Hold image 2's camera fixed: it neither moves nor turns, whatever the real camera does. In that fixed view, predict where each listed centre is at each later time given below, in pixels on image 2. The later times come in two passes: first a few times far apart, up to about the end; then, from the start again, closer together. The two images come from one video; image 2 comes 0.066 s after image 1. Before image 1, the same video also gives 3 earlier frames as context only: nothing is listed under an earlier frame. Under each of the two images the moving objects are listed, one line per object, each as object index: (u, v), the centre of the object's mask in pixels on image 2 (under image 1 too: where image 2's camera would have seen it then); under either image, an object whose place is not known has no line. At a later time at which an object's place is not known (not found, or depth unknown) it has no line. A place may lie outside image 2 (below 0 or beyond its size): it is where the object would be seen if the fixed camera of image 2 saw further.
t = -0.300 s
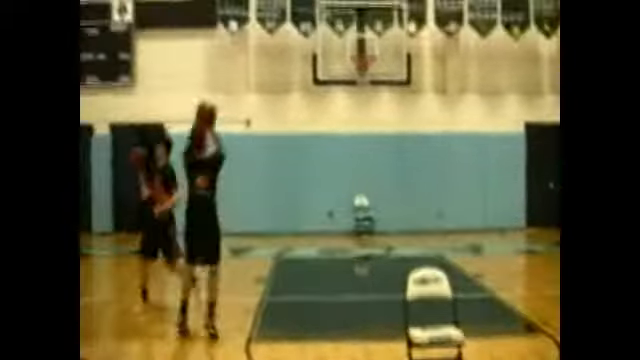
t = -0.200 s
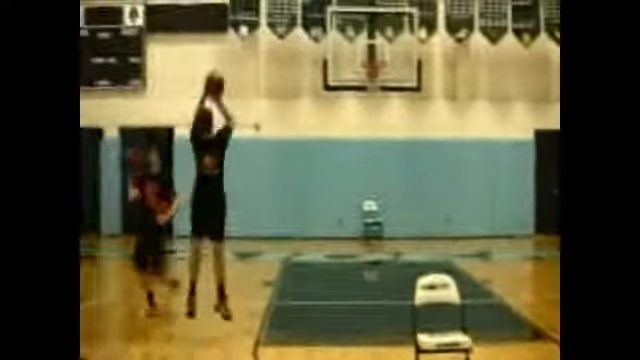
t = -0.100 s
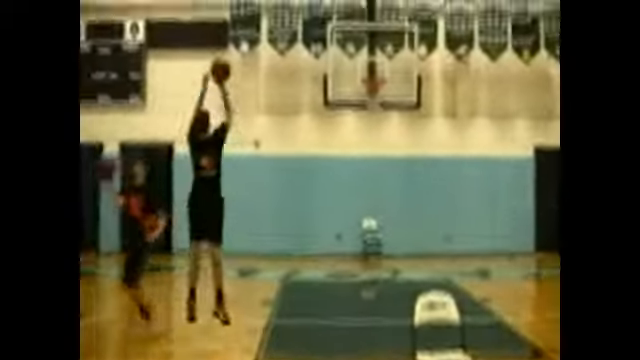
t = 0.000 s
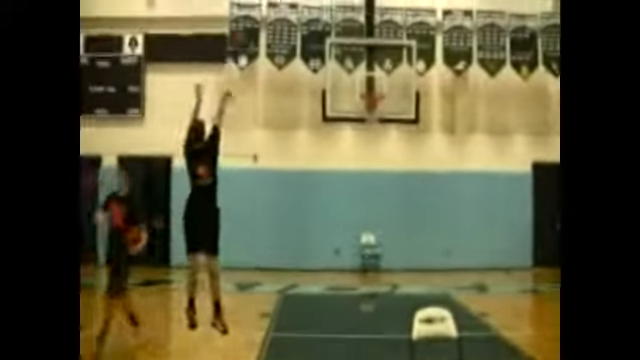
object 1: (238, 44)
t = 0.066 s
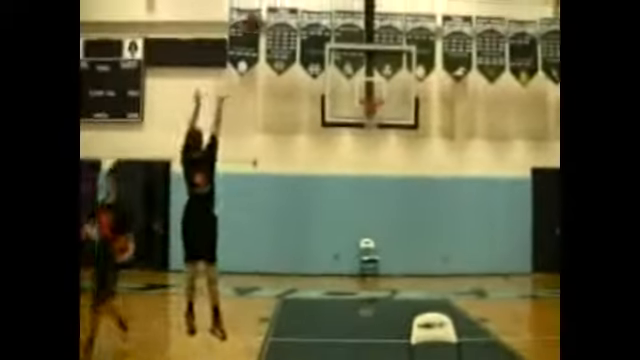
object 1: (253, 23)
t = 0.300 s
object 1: (293, -3)
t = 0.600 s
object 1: (332, 10)
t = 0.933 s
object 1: (370, 113)
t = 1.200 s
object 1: (389, 138)
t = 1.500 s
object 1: (412, 219)
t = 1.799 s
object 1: (427, 276)
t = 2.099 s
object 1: (430, 209)
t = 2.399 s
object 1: (434, 203)
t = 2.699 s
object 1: (435, 266)
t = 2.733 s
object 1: (436, 277)
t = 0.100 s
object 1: (260, 16)
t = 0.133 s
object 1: (265, 8)
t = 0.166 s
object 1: (271, 4)
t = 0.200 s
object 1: (277, 1)
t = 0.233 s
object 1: (282, 0)
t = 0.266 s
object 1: (288, -2)
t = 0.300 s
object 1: (293, -3)
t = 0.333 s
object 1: (298, -4)
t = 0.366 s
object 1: (303, -4)
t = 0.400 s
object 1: (308, -5)
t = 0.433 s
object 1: (312, -4)
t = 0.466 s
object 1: (316, -3)
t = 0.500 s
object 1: (320, -2)
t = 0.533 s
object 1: (324, 0)
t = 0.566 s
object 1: (329, 4)
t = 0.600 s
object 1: (332, 10)
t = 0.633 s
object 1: (335, 16)
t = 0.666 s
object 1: (339, 22)
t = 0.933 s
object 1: (370, 113)
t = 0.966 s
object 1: (370, 113)
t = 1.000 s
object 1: (372, 115)
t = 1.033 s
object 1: (378, 118)
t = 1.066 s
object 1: (380, 120)
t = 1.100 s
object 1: (382, 124)
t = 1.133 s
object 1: (384, 127)
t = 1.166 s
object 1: (387, 132)
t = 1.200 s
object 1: (389, 138)
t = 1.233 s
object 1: (392, 144)
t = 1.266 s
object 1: (395, 150)
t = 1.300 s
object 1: (397, 157)
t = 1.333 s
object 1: (400, 166)
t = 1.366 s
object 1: (402, 175)
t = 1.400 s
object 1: (404, 185)
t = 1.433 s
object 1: (407, 195)
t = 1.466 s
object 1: (409, 205)
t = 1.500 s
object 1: (412, 219)
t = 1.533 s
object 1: (414, 233)
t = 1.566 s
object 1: (416, 246)
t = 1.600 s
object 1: (418, 260)
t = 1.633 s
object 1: (422, 276)
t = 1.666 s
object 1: (423, 291)
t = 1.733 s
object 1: (426, 300)
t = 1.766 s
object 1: (427, 286)
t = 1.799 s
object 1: (427, 276)
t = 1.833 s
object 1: (428, 266)
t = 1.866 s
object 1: (428, 256)
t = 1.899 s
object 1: (428, 246)
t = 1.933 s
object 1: (429, 238)
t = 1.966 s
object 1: (428, 230)
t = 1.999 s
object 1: (429, 224)
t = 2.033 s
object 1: (429, 218)
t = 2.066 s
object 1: (430, 213)
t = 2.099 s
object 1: (430, 209)
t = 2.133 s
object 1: (431, 205)
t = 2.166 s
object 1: (431, 202)
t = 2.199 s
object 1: (431, 200)
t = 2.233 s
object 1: (432, 199)
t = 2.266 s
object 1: (433, 198)
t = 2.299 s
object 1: (433, 198)
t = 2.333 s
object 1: (433, 199)
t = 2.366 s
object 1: (433, 200)
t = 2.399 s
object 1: (434, 203)
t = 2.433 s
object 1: (433, 206)
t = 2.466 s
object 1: (434, 210)
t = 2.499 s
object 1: (434, 216)
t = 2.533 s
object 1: (434, 223)
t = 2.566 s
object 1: (434, 229)
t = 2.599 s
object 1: (435, 237)
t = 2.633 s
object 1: (435, 246)
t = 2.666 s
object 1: (436, 256)
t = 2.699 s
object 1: (435, 266)
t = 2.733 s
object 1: (436, 277)
